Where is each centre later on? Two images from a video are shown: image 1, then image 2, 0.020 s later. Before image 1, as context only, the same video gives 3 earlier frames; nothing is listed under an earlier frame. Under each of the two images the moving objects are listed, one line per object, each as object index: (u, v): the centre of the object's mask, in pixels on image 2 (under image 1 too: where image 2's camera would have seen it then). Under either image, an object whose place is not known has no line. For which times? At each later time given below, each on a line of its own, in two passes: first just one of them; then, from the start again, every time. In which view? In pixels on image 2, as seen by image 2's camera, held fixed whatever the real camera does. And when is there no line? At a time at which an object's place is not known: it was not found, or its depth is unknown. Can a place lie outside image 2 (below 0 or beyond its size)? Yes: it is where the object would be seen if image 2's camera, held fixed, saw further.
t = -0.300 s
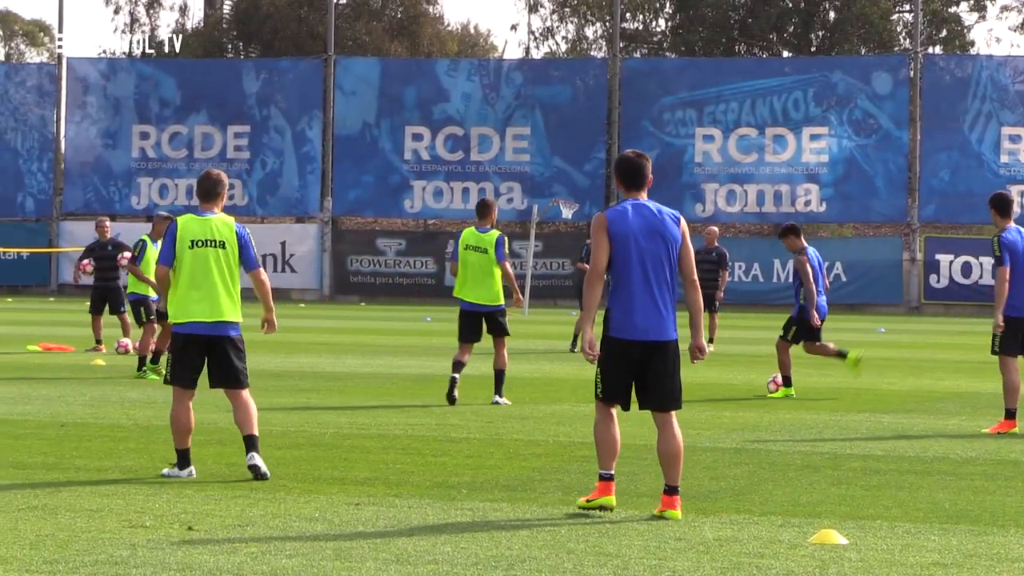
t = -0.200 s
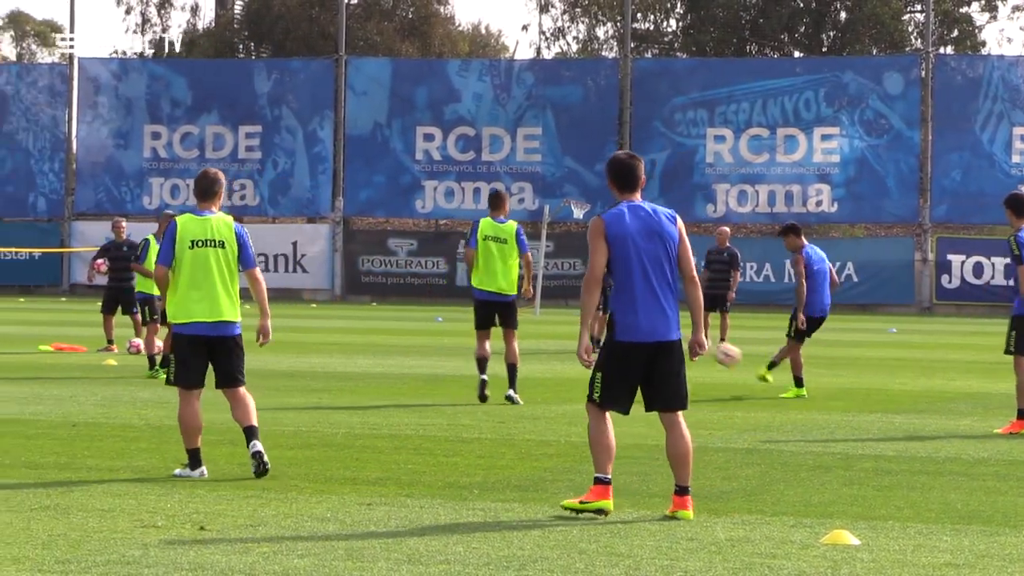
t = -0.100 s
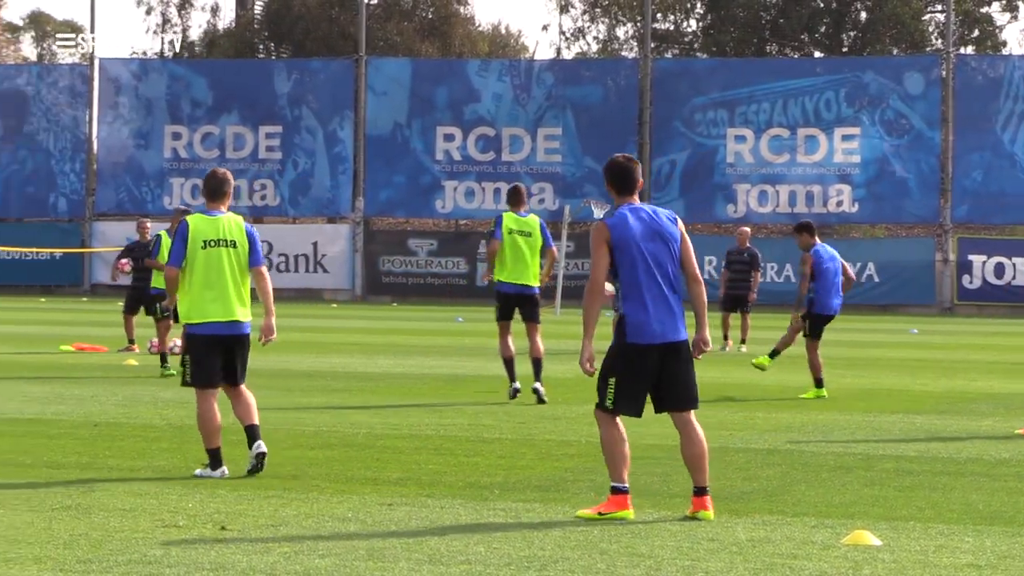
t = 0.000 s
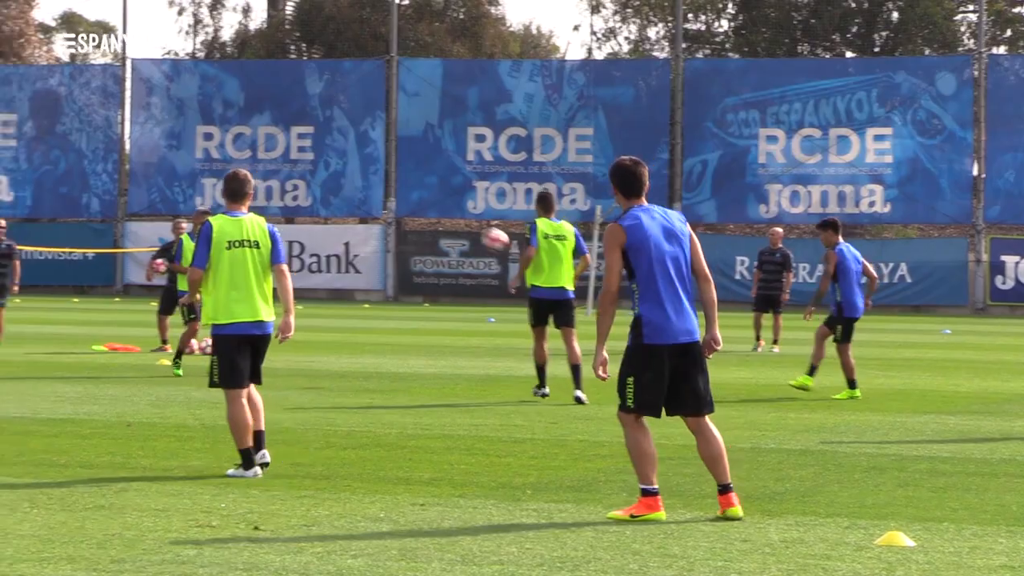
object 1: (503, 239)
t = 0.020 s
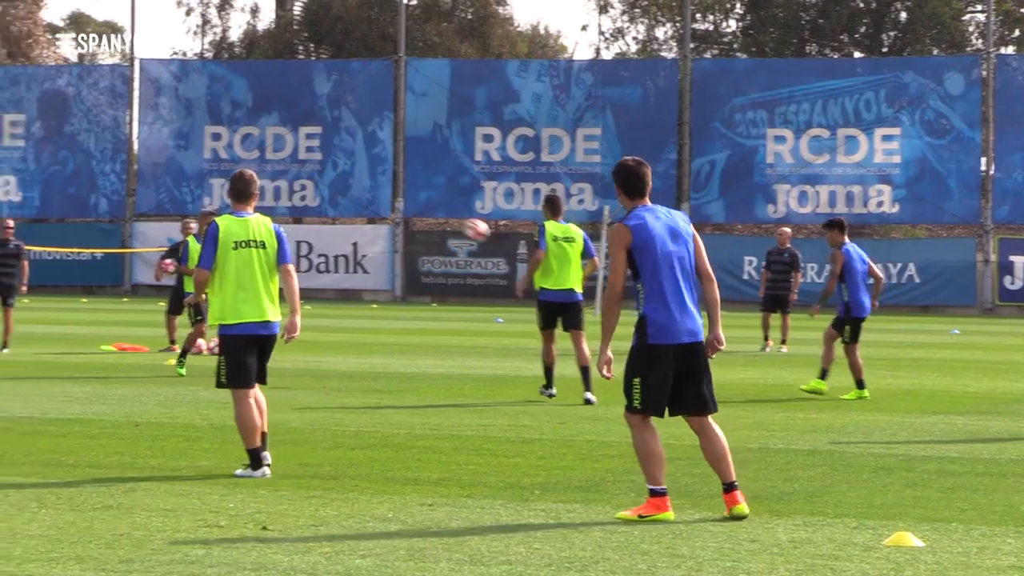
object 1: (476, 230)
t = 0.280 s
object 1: (147, 144)
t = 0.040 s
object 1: (451, 220)
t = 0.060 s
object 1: (424, 212)
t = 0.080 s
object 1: (399, 205)
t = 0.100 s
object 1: (373, 197)
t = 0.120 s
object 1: (347, 190)
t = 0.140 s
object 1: (322, 183)
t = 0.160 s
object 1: (296, 176)
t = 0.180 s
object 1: (271, 170)
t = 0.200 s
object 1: (246, 165)
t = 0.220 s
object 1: (221, 159)
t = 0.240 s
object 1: (196, 154)
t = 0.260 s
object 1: (172, 149)
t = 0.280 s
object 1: (147, 144)
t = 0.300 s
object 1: (122, 139)
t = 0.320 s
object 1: (98, 135)
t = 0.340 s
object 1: (74, 131)
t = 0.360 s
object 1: (50, 128)
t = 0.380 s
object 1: (25, 124)
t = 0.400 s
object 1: (2, 121)
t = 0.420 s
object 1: (-22, 118)
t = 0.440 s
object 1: (-45, 116)
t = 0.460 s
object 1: (-66, 116)
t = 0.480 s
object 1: (-85, 114)
